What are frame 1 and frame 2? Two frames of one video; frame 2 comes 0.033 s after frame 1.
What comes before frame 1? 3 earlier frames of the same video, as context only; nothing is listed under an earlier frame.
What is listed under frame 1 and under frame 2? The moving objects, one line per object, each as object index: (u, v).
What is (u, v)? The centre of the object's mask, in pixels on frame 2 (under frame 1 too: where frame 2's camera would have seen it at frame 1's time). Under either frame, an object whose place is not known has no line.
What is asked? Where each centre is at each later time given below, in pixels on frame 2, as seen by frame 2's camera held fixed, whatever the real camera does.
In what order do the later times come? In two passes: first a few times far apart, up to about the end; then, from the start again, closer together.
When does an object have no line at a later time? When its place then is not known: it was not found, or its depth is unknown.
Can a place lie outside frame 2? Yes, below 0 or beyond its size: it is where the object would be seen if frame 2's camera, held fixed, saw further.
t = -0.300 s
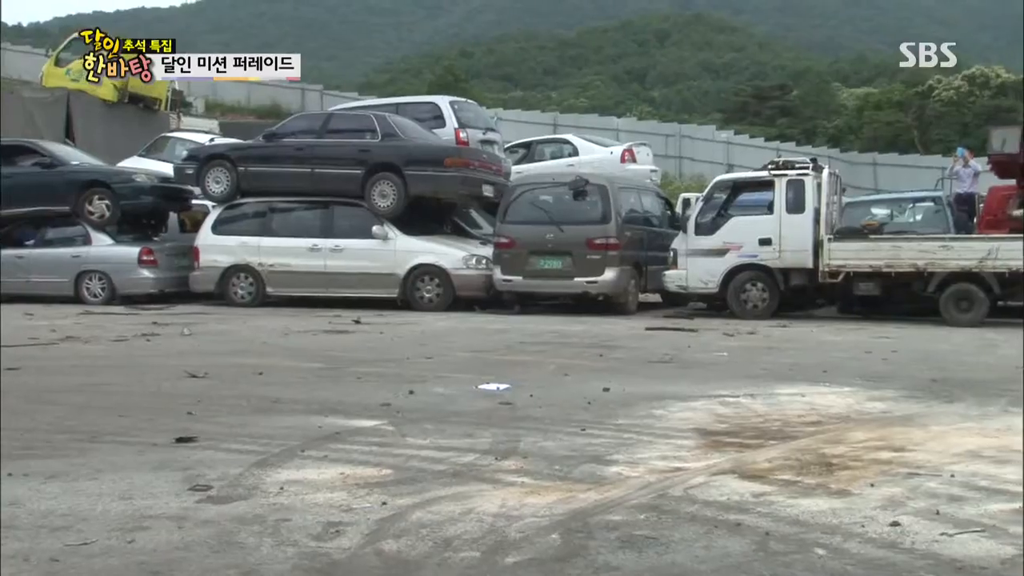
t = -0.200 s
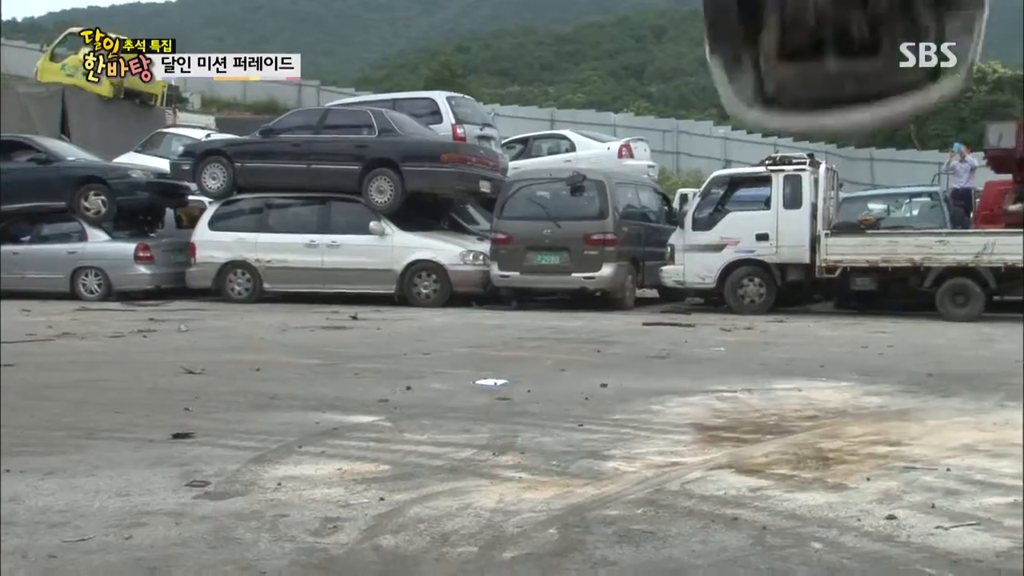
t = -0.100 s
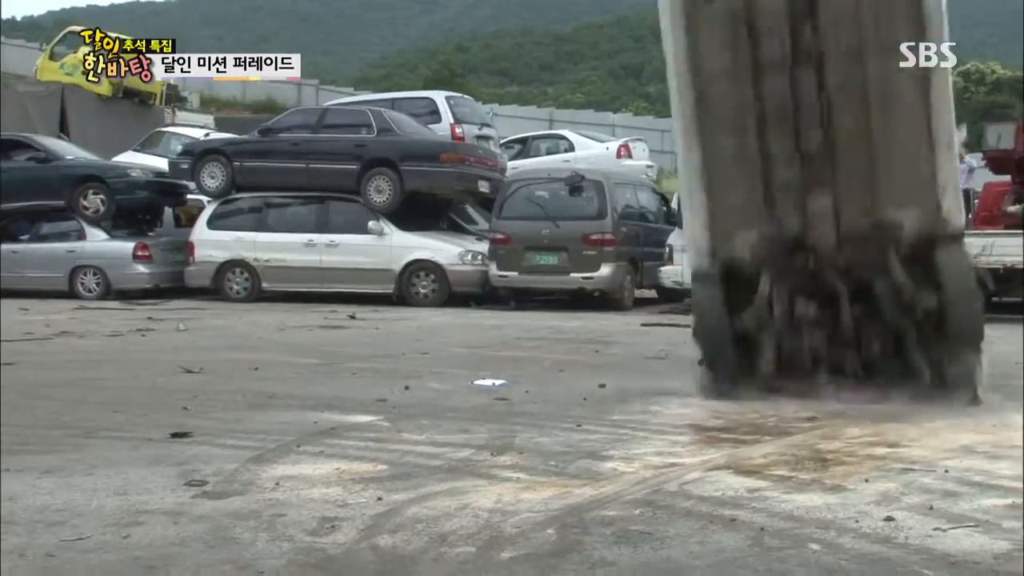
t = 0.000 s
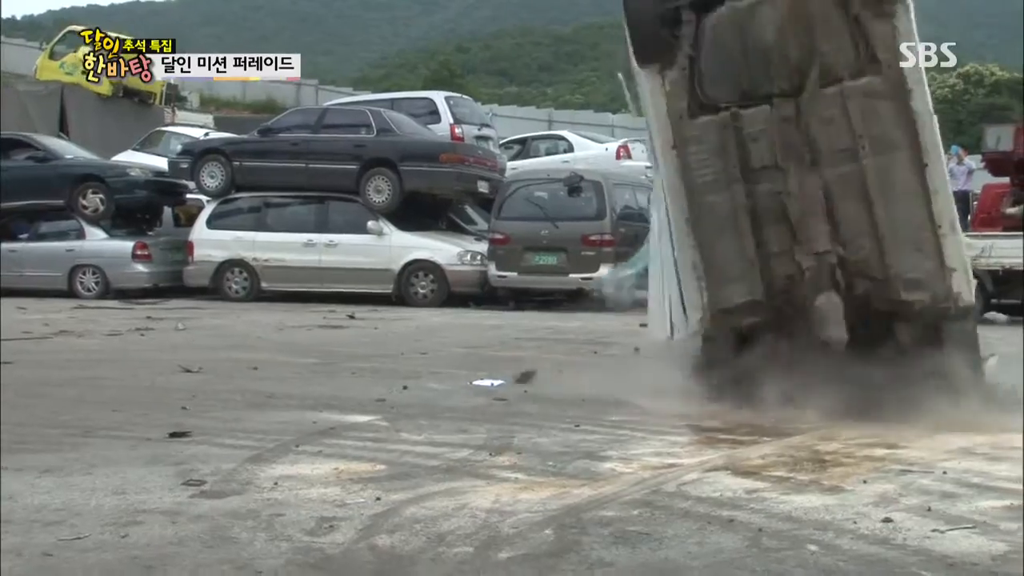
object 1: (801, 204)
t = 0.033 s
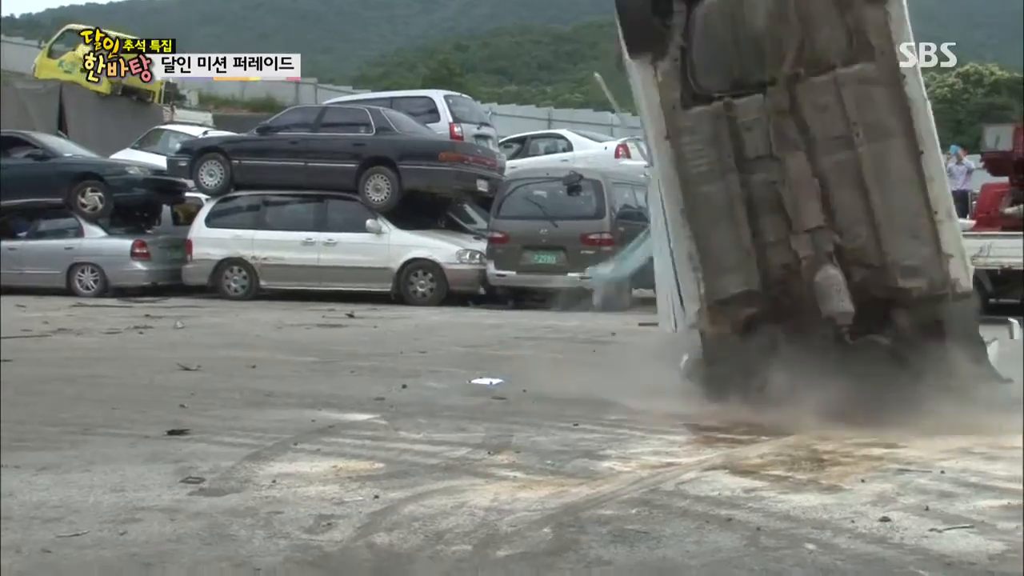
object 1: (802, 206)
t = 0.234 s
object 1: (794, 187)
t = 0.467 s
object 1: (756, 184)
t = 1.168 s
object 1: (686, 177)
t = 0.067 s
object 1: (803, 208)
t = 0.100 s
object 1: (805, 212)
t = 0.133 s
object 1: (806, 213)
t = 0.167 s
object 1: (804, 209)
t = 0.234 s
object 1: (794, 187)
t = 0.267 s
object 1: (789, 184)
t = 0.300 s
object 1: (786, 187)
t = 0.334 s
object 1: (781, 188)
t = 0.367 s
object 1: (776, 191)
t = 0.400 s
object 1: (769, 189)
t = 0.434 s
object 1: (762, 188)
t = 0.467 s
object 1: (756, 184)
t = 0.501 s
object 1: (750, 178)
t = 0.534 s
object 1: (747, 179)
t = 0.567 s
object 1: (746, 179)
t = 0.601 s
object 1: (744, 178)
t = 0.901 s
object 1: (712, 181)
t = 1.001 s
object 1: (704, 179)
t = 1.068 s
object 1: (699, 178)
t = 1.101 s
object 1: (695, 177)
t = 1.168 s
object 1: (686, 177)
